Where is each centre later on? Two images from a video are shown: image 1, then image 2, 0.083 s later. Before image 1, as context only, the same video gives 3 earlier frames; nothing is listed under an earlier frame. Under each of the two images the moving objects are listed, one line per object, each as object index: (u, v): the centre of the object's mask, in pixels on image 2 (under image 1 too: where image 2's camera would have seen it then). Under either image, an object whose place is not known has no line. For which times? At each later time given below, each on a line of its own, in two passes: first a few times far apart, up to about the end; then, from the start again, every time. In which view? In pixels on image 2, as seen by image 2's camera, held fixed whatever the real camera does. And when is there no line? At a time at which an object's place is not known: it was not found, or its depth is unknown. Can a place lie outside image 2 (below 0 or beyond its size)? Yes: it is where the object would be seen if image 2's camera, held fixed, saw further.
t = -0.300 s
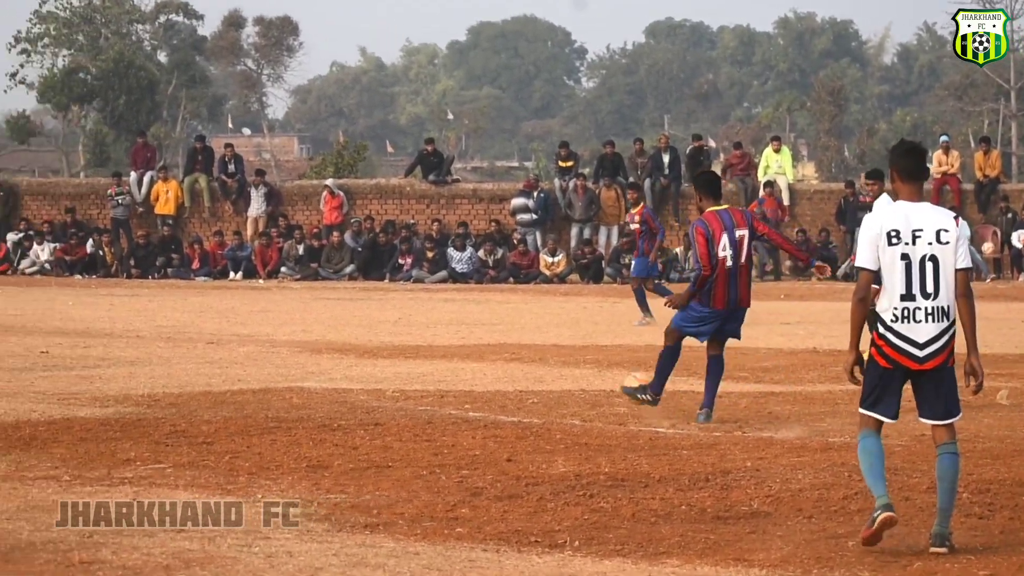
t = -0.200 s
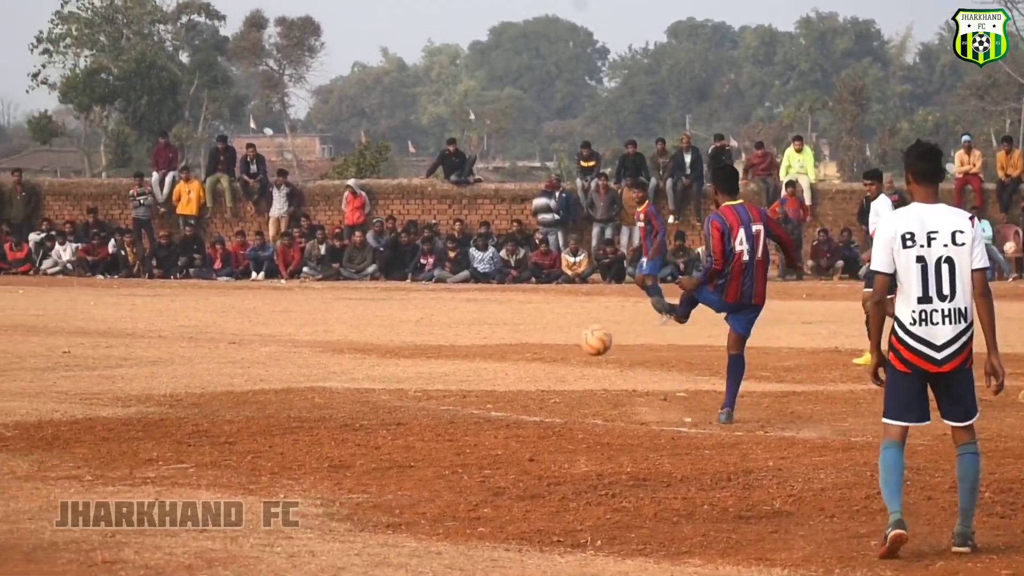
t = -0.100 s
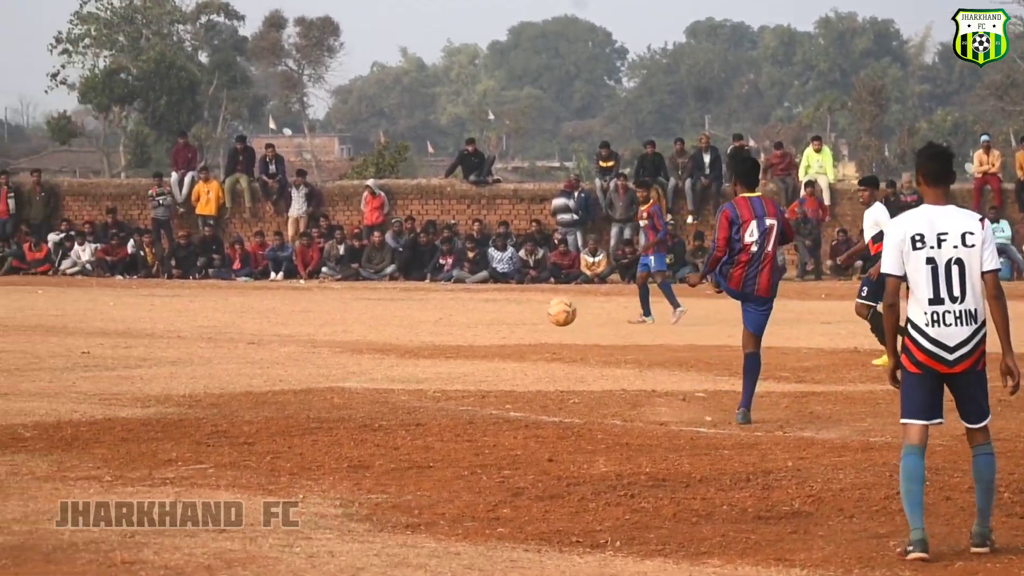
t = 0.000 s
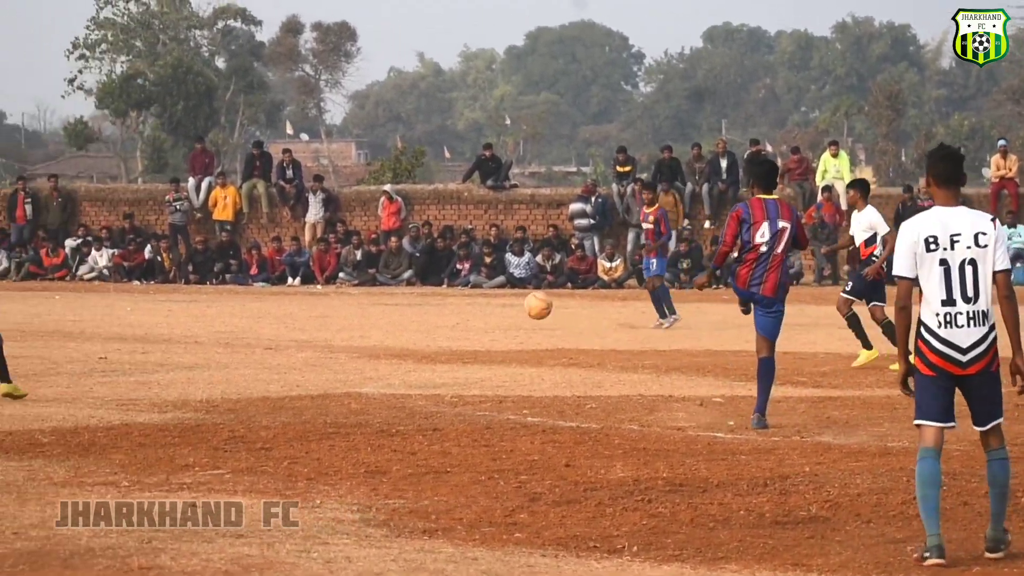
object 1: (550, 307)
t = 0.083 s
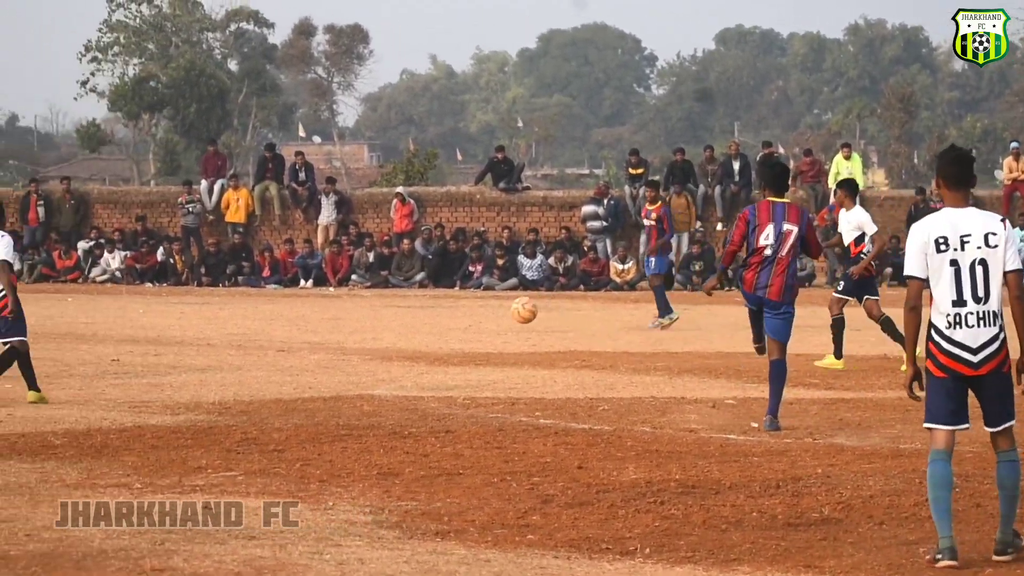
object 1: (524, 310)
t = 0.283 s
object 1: (479, 349)
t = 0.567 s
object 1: (455, 314)
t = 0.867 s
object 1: (445, 325)
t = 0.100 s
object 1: (520, 311)
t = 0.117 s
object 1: (515, 313)
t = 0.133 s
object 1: (510, 317)
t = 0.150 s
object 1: (506, 318)
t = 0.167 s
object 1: (502, 321)
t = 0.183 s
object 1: (498, 324)
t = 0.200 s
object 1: (495, 328)
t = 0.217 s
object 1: (491, 331)
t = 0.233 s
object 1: (488, 335)
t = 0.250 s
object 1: (485, 339)
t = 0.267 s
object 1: (482, 344)
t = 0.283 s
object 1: (479, 349)
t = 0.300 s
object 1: (476, 354)
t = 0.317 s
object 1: (474, 353)
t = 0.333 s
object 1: (473, 348)
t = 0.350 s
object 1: (471, 343)
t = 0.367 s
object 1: (470, 338)
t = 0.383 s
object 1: (468, 334)
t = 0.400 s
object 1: (467, 331)
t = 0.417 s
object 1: (466, 327)
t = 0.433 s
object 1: (465, 324)
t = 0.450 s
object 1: (463, 322)
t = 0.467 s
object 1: (461, 319)
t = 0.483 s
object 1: (460, 317)
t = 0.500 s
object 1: (459, 316)
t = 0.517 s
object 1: (458, 315)
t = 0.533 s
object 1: (457, 314)
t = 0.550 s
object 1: (456, 314)
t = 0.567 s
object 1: (455, 314)
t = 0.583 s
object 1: (454, 313)
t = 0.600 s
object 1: (453, 314)
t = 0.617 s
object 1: (452, 315)
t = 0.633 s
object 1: (451, 316)
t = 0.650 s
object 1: (450, 318)
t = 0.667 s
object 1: (449, 320)
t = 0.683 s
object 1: (449, 321)
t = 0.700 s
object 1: (448, 324)
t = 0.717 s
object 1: (447, 327)
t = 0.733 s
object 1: (447, 330)
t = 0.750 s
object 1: (446, 333)
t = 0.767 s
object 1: (446, 335)
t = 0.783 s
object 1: (445, 334)
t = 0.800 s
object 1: (445, 331)
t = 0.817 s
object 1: (445, 330)
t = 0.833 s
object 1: (445, 328)
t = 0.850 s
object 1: (445, 326)
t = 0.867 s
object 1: (445, 325)
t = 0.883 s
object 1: (445, 325)
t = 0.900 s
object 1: (445, 324)
